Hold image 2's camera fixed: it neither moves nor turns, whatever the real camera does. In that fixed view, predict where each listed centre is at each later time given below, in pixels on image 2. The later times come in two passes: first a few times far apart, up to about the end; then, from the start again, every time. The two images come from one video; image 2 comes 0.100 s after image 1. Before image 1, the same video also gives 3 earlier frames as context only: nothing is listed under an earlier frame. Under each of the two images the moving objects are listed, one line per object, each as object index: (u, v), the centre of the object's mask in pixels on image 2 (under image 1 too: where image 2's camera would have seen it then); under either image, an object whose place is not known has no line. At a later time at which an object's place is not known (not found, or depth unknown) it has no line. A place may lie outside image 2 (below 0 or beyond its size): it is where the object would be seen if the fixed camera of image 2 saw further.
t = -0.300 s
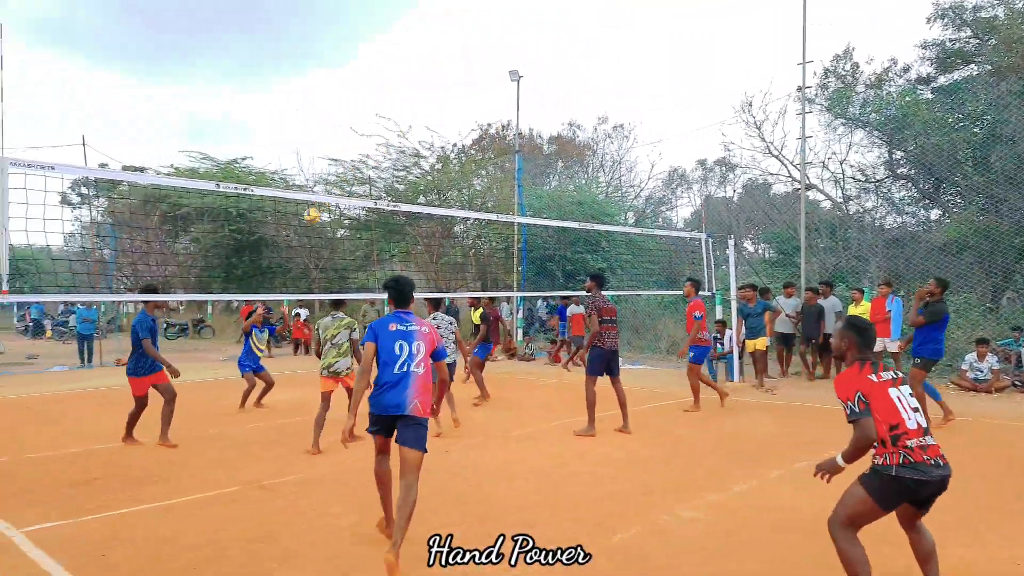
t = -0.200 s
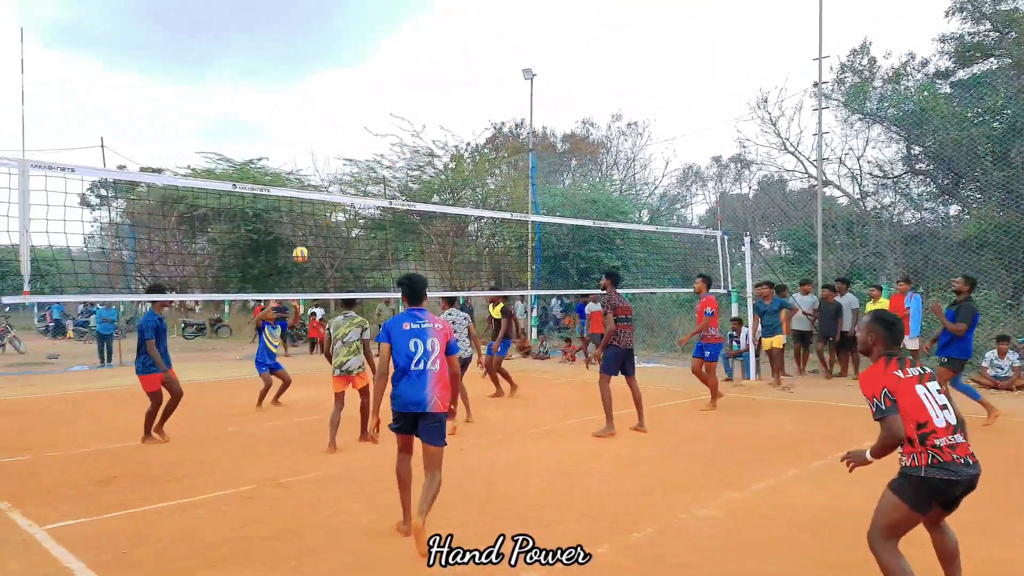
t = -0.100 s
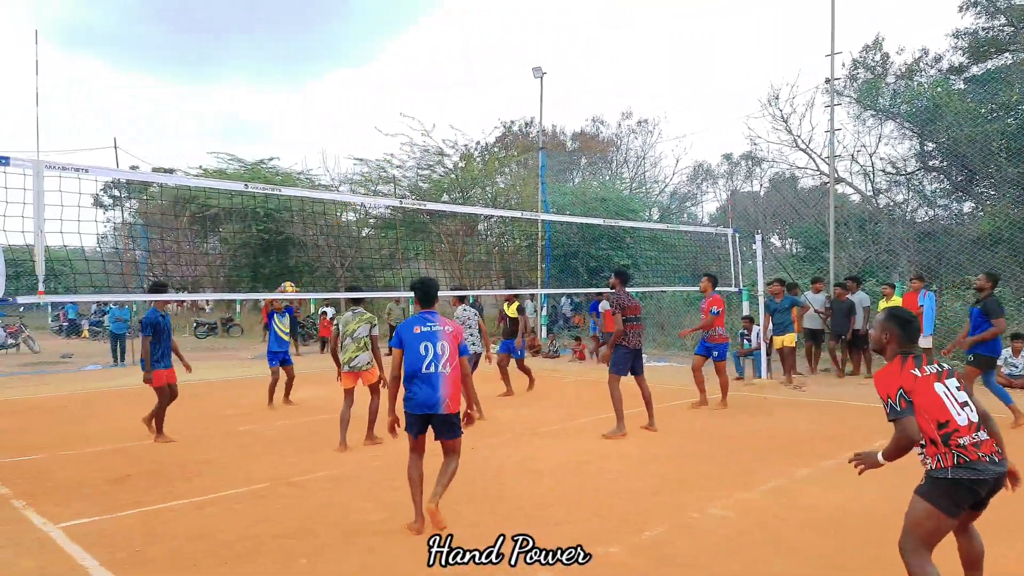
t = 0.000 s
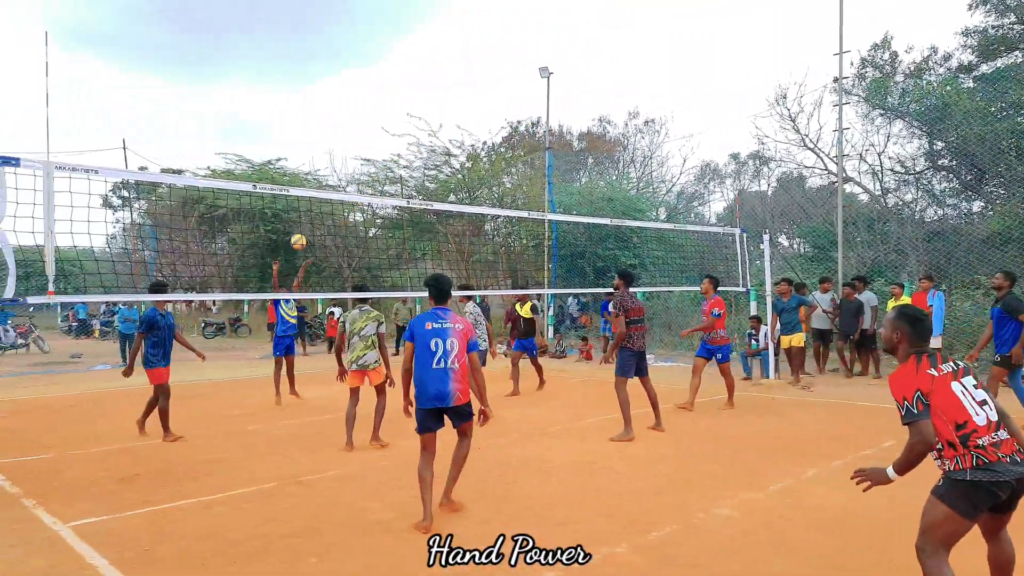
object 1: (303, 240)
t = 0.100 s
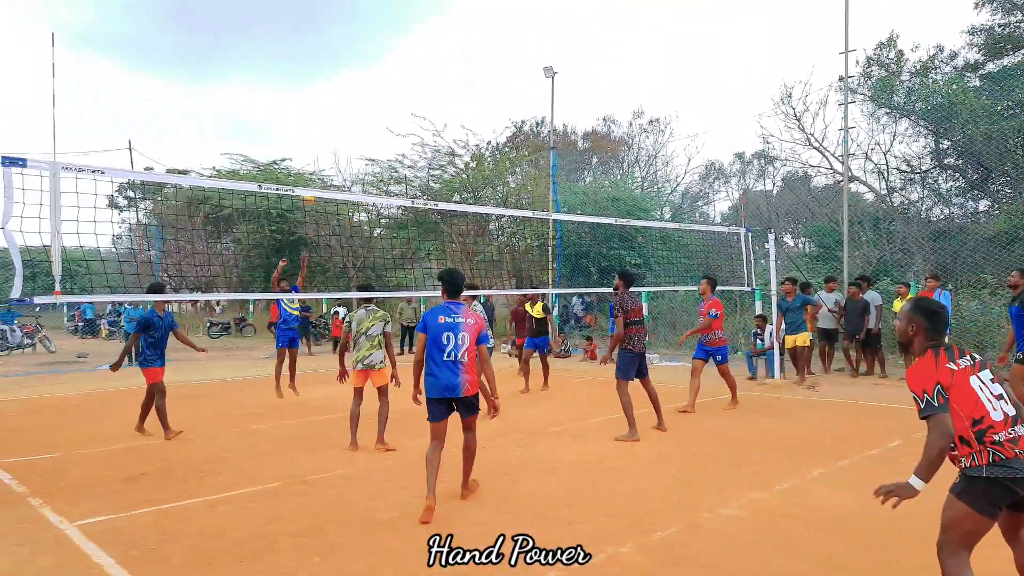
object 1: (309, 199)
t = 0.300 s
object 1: (318, 120)
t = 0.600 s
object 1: (340, 55)
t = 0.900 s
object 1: (363, 57)
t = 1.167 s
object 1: (388, 120)
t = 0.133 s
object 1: (310, 181)
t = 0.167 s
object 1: (312, 169)
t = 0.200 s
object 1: (313, 154)
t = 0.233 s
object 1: (315, 142)
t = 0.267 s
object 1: (317, 131)
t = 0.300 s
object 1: (318, 120)
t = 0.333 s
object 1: (321, 111)
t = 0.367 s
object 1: (323, 101)
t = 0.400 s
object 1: (325, 92)
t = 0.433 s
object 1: (327, 84)
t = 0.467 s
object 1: (330, 78)
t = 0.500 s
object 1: (331, 70)
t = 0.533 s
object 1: (334, 64)
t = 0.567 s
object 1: (337, 60)
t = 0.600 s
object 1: (340, 55)
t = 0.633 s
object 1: (341, 53)
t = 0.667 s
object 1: (344, 49)
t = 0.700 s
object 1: (347, 47)
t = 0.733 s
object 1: (349, 46)
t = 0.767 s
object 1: (351, 47)
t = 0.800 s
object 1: (354, 48)
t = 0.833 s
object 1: (357, 50)
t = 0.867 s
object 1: (360, 52)
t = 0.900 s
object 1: (363, 57)
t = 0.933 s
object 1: (366, 61)
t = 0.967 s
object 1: (369, 66)
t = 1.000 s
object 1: (372, 73)
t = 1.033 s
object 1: (375, 81)
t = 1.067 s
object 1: (378, 88)
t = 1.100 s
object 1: (381, 98)
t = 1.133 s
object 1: (385, 109)
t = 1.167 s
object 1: (388, 120)
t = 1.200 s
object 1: (391, 132)
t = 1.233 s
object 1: (395, 147)
